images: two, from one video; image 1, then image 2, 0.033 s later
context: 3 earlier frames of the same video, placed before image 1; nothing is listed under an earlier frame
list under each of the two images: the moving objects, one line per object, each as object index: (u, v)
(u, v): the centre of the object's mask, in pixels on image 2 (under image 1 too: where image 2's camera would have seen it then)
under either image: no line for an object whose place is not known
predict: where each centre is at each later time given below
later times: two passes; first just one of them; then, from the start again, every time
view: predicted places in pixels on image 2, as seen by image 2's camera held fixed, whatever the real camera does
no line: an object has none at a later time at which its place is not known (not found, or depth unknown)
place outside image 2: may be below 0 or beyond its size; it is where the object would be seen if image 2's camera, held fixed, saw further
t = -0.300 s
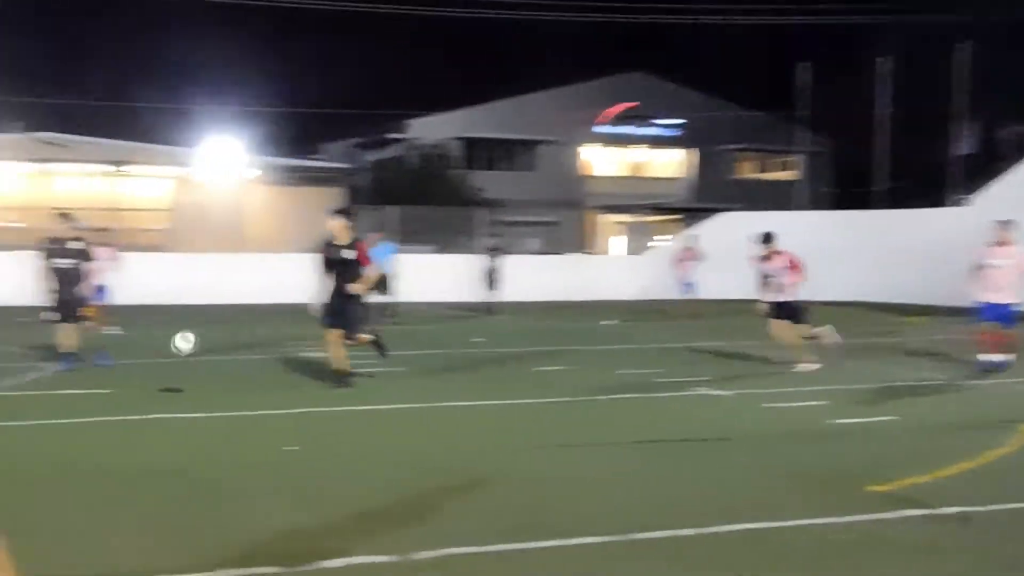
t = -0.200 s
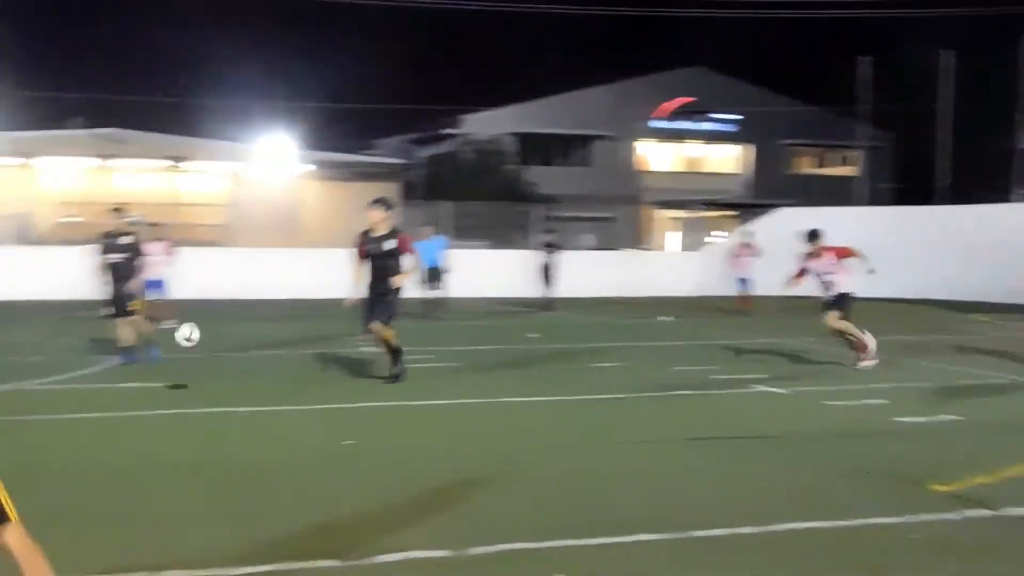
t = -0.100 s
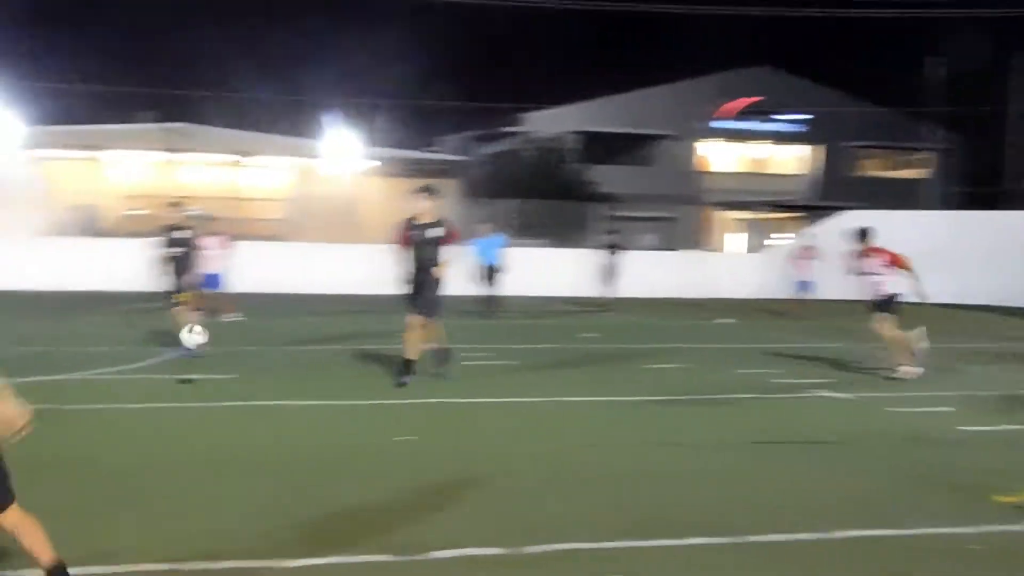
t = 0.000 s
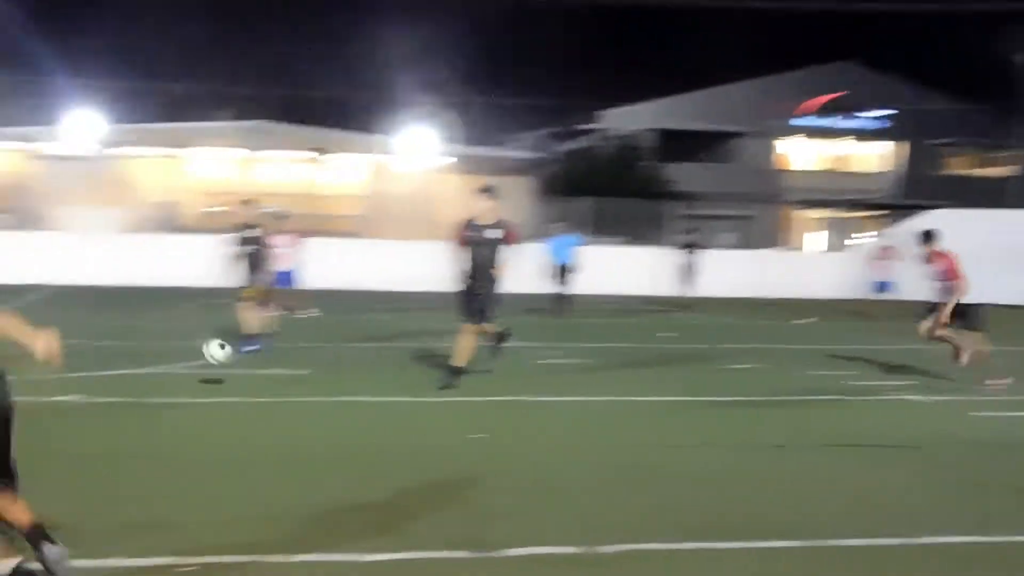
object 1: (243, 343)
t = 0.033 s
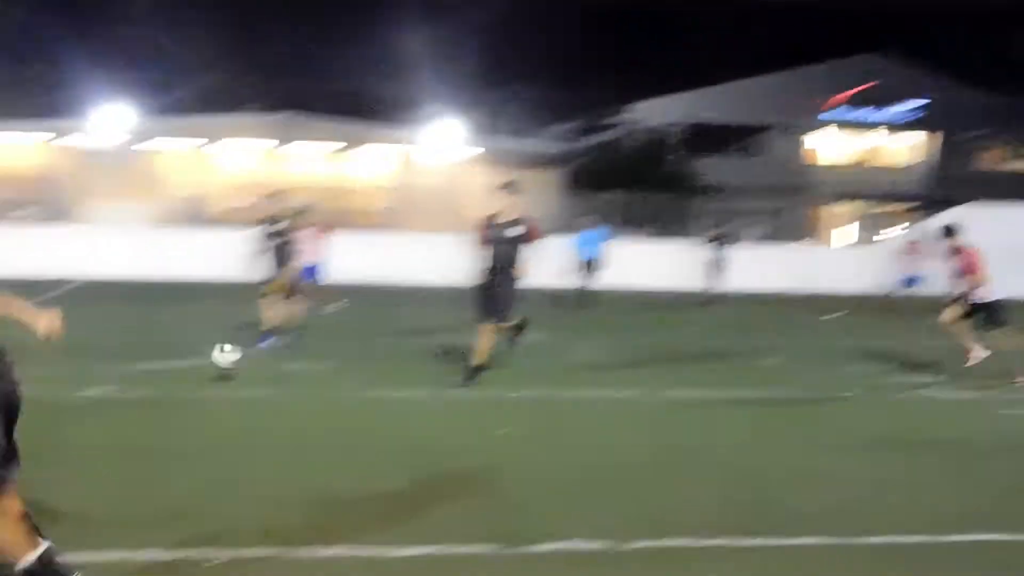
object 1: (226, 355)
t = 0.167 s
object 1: (156, 352)
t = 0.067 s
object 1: (209, 368)
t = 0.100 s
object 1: (191, 367)
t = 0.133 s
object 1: (173, 360)
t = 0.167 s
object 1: (156, 352)
